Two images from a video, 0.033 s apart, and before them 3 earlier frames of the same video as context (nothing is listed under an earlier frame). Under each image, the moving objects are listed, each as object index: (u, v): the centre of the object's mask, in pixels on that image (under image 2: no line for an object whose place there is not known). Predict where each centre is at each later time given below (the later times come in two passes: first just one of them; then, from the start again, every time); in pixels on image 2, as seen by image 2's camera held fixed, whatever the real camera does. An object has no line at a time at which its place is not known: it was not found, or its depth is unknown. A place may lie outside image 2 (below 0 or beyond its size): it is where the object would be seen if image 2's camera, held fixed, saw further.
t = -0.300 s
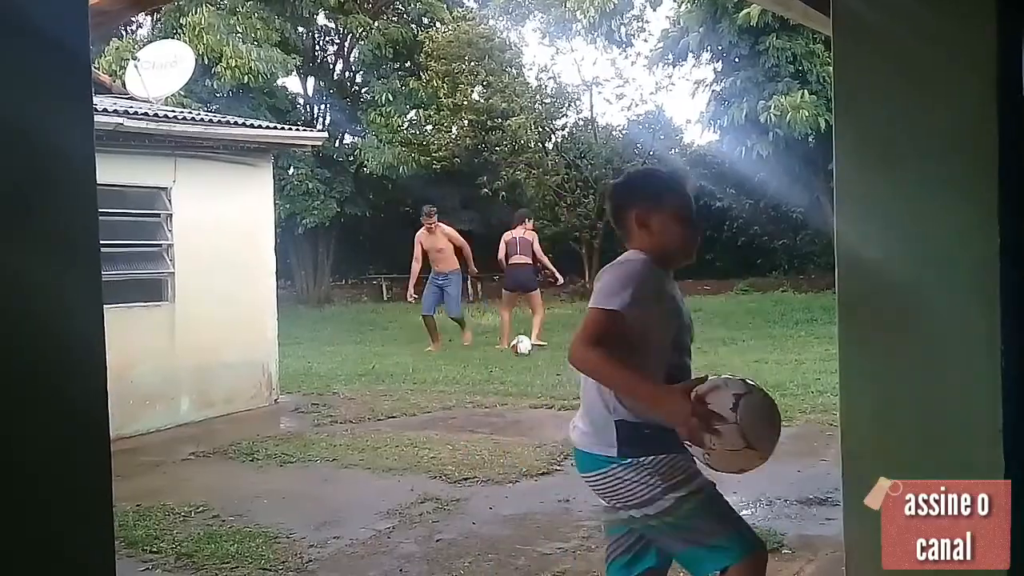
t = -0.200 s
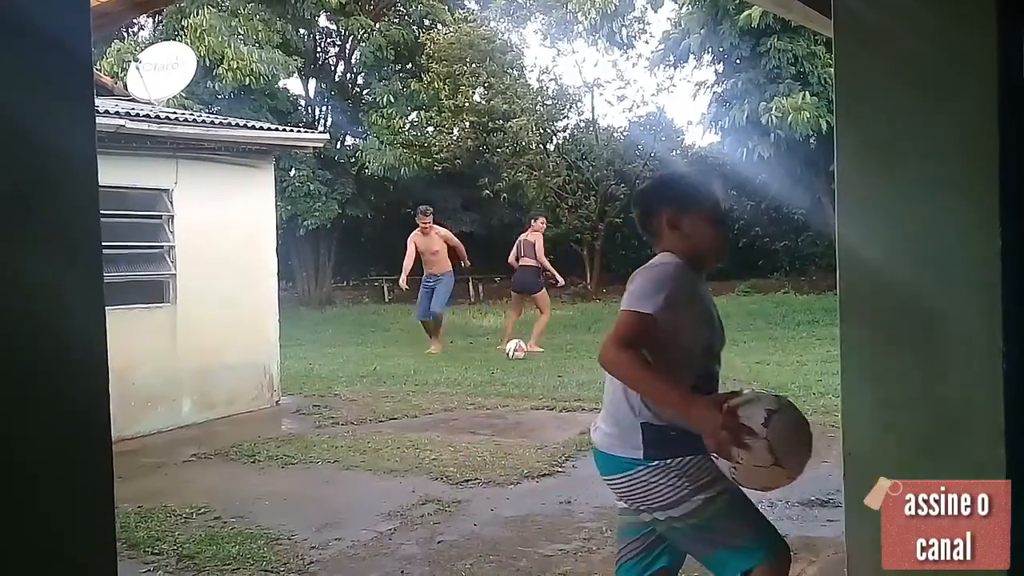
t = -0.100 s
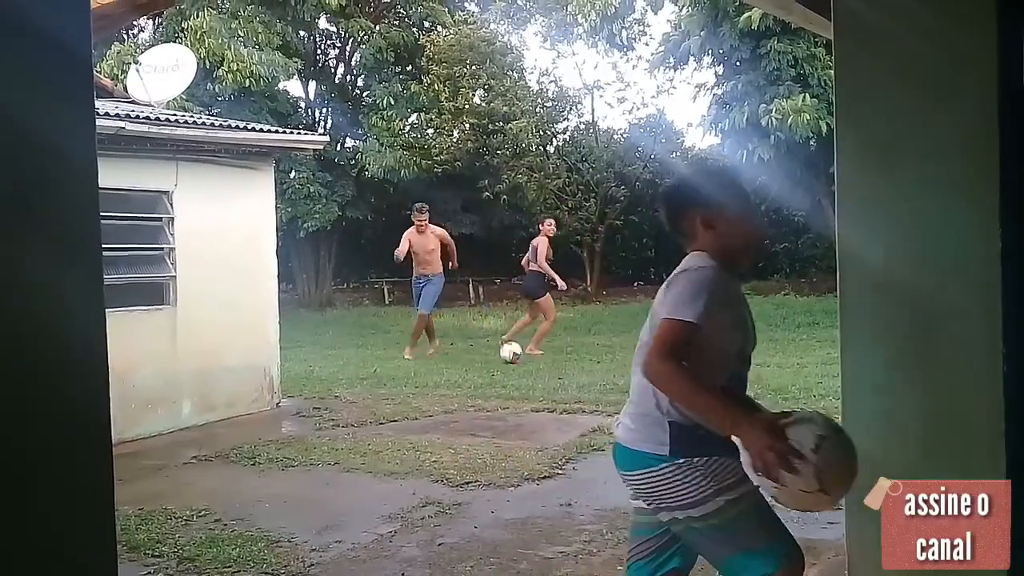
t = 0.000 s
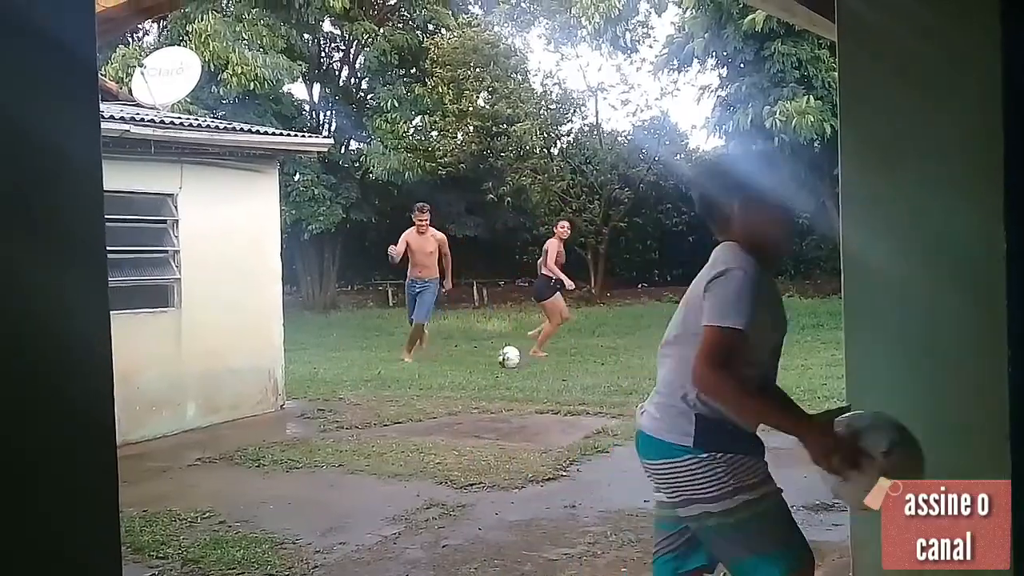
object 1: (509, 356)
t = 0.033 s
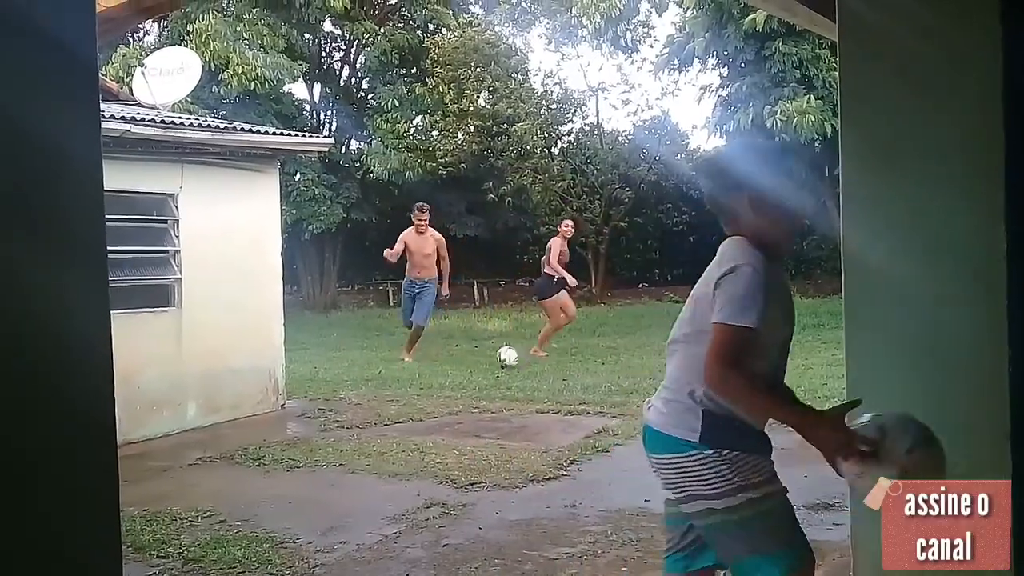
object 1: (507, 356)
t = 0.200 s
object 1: (497, 360)
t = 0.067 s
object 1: (506, 357)
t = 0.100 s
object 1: (503, 358)
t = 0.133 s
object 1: (501, 359)
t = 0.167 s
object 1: (499, 359)
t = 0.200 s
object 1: (497, 360)
